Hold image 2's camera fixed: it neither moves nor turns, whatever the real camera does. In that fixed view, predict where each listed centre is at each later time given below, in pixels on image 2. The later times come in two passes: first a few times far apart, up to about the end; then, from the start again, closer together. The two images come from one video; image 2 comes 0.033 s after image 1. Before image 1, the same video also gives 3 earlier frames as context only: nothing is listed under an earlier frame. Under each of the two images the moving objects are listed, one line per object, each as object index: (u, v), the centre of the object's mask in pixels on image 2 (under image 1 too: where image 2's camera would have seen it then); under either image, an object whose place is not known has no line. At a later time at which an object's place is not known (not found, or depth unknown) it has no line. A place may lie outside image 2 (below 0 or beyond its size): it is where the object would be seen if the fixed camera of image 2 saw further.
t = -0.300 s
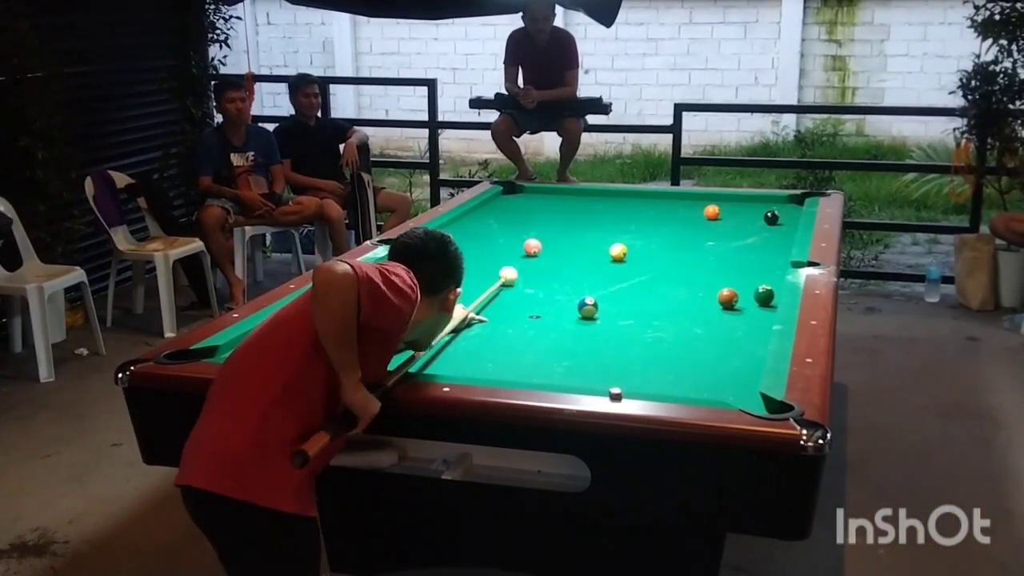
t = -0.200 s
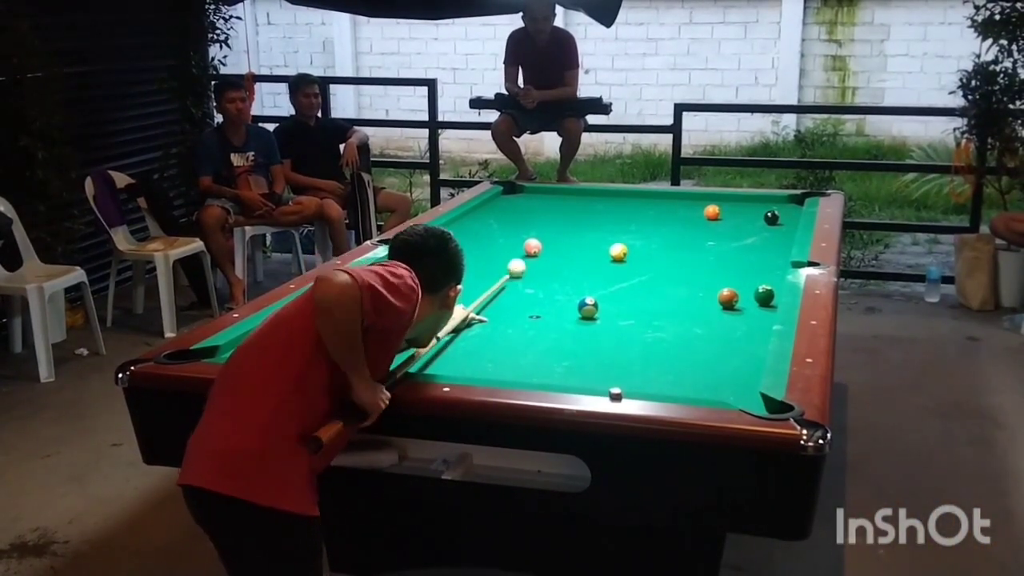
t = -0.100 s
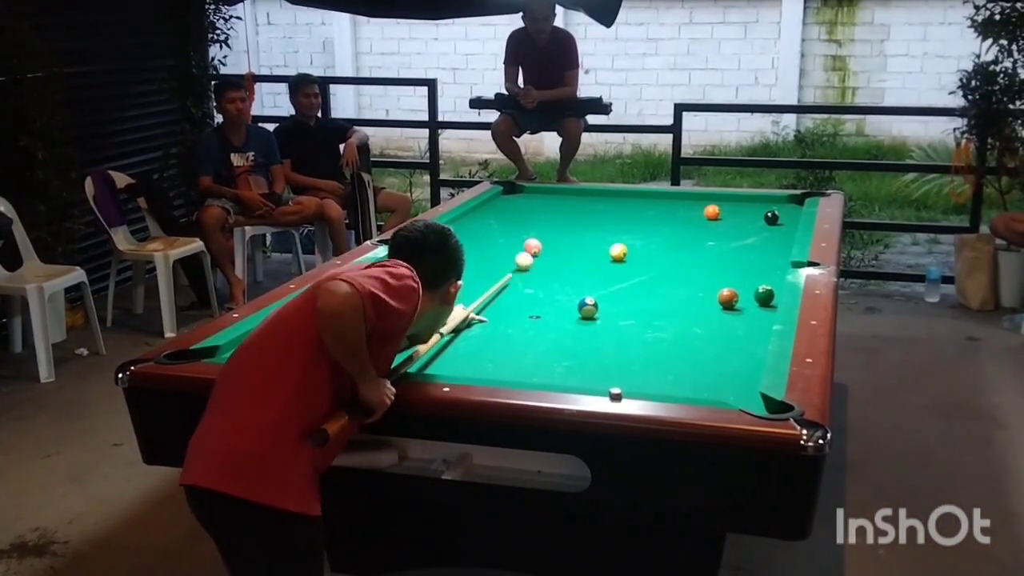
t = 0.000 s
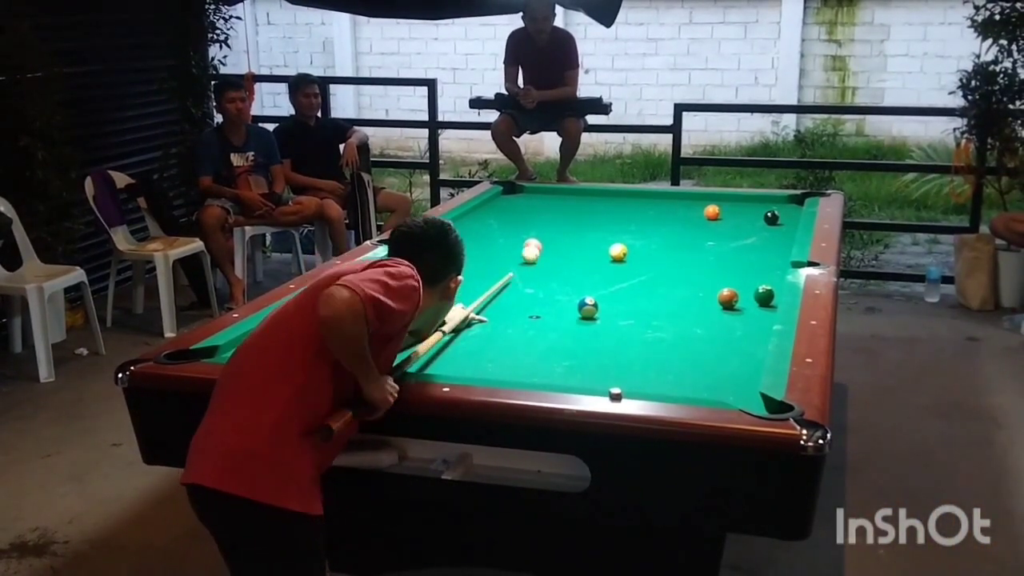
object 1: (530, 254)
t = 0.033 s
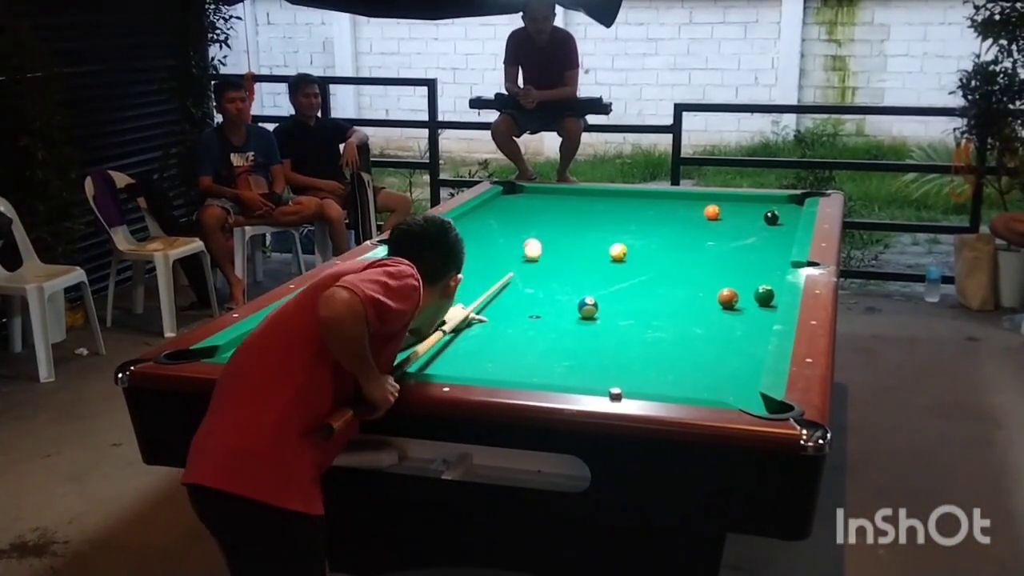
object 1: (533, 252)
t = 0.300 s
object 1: (553, 247)
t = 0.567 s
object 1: (572, 243)
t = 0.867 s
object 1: (589, 239)
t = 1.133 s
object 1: (604, 236)
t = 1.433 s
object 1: (619, 233)
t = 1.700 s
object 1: (632, 230)
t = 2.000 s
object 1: (643, 228)
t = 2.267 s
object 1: (651, 225)
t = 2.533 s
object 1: (659, 223)
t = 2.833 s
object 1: (666, 222)
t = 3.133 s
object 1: (672, 220)
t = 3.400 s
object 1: (677, 220)
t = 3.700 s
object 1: (680, 219)
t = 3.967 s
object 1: (682, 219)
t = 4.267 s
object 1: (683, 219)
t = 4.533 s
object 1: (683, 219)
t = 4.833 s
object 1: (683, 218)
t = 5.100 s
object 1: (683, 218)
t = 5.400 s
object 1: (682, 218)
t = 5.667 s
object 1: (683, 218)
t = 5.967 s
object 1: (682, 218)
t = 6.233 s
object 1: (682, 218)
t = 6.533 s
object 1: (682, 218)
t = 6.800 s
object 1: (682, 218)
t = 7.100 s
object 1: (682, 218)
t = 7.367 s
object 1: (682, 218)
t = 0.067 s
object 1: (535, 251)
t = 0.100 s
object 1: (538, 250)
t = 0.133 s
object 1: (541, 250)
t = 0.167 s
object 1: (543, 250)
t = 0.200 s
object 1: (546, 249)
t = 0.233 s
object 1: (548, 248)
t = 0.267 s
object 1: (551, 248)
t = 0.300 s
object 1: (553, 247)
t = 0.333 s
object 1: (556, 246)
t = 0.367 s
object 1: (558, 246)
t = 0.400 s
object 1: (560, 245)
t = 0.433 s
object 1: (563, 245)
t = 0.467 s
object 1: (565, 244)
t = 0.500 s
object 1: (568, 244)
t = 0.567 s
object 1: (572, 243)
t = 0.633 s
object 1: (574, 243)
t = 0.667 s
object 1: (576, 242)
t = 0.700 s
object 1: (579, 241)
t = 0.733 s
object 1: (581, 241)
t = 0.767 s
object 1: (583, 241)
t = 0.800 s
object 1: (585, 240)
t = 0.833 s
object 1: (587, 240)
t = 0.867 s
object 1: (589, 239)
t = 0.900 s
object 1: (591, 239)
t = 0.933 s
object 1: (593, 239)
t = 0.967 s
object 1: (595, 238)
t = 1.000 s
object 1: (597, 237)
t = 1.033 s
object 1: (599, 237)
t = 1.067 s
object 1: (600, 237)
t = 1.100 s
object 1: (602, 236)
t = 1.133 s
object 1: (604, 236)
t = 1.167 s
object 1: (606, 236)
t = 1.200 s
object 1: (607, 235)
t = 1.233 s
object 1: (609, 235)
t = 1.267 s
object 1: (611, 234)
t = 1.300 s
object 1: (613, 234)
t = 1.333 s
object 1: (614, 234)
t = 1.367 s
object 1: (616, 234)
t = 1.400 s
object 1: (618, 233)
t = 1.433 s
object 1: (619, 233)
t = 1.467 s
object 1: (621, 232)
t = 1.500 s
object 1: (622, 232)
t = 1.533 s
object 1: (624, 232)
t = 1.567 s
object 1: (626, 232)
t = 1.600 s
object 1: (627, 231)
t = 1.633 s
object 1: (629, 231)
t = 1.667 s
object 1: (630, 231)
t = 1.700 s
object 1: (632, 230)
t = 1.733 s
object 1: (633, 230)
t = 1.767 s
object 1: (634, 229)
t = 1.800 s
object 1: (635, 229)
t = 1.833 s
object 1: (637, 229)
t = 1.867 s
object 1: (638, 229)
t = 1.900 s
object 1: (639, 228)
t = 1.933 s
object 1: (640, 228)
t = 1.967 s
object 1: (642, 228)
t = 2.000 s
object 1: (643, 228)
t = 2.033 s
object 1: (644, 227)
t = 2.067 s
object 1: (645, 227)
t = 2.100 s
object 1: (646, 227)
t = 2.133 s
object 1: (647, 227)
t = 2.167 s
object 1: (649, 226)
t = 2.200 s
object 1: (649, 226)
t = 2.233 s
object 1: (650, 226)
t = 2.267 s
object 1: (651, 225)
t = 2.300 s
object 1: (653, 225)
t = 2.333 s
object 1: (654, 225)
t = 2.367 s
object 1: (655, 225)
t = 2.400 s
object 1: (656, 225)
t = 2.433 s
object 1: (656, 224)
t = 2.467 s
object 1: (657, 224)
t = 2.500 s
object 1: (658, 224)
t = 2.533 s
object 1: (659, 223)
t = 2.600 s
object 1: (661, 223)
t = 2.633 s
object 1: (662, 223)
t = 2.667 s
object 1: (663, 222)
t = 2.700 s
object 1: (663, 223)
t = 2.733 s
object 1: (664, 222)
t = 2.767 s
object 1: (665, 222)
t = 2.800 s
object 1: (666, 222)
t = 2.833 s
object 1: (666, 222)
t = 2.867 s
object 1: (667, 222)
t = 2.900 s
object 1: (668, 221)
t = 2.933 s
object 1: (668, 221)
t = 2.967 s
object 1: (669, 221)
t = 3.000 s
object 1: (670, 221)
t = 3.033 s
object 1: (671, 221)
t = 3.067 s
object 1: (671, 221)
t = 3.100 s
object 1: (672, 221)
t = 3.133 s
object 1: (672, 220)
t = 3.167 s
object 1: (673, 220)
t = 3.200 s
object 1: (674, 220)
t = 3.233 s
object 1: (674, 220)
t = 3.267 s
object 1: (674, 220)
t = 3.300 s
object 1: (675, 220)
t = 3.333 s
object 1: (676, 220)
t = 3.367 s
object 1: (676, 220)
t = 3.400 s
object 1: (677, 220)
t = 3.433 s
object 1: (677, 219)
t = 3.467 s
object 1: (677, 219)
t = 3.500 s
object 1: (678, 219)
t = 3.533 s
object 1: (678, 219)
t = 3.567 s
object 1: (679, 219)
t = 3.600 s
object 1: (679, 219)
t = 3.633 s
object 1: (679, 219)
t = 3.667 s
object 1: (680, 219)
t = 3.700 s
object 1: (680, 219)
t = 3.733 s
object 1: (680, 219)
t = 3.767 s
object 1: (680, 219)
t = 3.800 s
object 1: (681, 219)
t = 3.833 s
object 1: (681, 219)
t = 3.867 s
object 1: (681, 219)
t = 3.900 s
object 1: (682, 219)
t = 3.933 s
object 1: (682, 219)
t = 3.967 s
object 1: (682, 219)
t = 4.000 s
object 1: (682, 219)
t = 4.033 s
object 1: (682, 219)
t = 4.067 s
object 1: (682, 219)
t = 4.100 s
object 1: (682, 219)
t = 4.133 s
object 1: (682, 219)
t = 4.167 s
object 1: (683, 219)
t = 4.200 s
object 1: (683, 219)
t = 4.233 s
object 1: (683, 219)
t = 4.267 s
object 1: (683, 219)
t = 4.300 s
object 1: (683, 218)
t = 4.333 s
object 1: (683, 218)
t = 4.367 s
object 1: (683, 219)
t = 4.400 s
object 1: (683, 219)
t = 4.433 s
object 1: (683, 219)
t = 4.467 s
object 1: (683, 219)
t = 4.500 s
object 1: (683, 218)
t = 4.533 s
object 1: (683, 219)
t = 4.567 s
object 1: (683, 218)
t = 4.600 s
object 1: (683, 219)
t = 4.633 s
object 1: (683, 219)
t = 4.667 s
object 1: (683, 219)
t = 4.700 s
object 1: (683, 219)
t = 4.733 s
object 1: (683, 219)
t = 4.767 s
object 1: (683, 219)
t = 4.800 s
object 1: (683, 219)
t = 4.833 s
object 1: (683, 218)
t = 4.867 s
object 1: (683, 219)
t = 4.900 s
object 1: (683, 219)
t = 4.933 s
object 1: (683, 219)
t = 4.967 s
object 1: (683, 219)
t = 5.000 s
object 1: (683, 219)
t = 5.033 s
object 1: (683, 219)
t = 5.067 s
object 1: (683, 218)
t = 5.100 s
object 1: (683, 218)
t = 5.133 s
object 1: (683, 218)
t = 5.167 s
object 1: (683, 218)
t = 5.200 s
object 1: (683, 218)
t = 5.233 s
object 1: (683, 218)
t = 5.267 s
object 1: (683, 218)
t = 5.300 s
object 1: (682, 218)
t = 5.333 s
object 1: (682, 218)
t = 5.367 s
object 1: (683, 219)
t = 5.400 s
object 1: (682, 218)
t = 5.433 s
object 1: (682, 218)
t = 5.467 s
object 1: (682, 218)
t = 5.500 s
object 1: (682, 218)
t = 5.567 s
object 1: (682, 218)
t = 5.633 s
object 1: (682, 218)
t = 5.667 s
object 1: (683, 218)
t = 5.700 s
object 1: (682, 218)
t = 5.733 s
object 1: (682, 218)
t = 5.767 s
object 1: (682, 218)
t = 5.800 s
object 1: (683, 218)
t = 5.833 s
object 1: (682, 218)
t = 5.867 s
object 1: (682, 218)
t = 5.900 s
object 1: (682, 218)
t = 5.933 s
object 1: (682, 218)
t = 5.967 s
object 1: (682, 218)
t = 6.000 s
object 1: (682, 218)
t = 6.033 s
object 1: (682, 218)
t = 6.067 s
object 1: (682, 218)
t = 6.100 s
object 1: (682, 218)
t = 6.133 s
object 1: (682, 218)
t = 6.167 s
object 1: (682, 218)
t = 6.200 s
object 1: (682, 218)
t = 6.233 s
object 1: (682, 218)
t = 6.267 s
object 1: (682, 218)
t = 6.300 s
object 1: (683, 218)
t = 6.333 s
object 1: (682, 218)
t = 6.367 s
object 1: (682, 218)
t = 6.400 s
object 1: (682, 218)
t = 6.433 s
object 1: (682, 218)
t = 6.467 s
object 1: (682, 218)
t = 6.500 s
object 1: (683, 218)
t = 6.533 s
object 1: (682, 218)
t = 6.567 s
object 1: (683, 218)
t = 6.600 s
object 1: (682, 218)
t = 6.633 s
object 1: (683, 218)
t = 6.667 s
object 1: (683, 218)
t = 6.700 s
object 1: (683, 218)
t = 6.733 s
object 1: (682, 218)
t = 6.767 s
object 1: (683, 218)
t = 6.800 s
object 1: (682, 218)
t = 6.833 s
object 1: (683, 218)
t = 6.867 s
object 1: (683, 218)
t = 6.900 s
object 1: (683, 218)
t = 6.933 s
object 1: (682, 218)
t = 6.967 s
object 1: (683, 218)
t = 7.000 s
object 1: (682, 218)
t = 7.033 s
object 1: (683, 218)
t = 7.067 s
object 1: (682, 218)
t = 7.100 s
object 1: (682, 218)
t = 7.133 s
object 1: (682, 218)
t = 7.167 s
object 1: (682, 218)
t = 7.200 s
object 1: (682, 218)
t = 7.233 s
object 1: (682, 218)
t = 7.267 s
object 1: (682, 218)
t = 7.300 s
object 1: (682, 218)
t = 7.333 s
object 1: (682, 218)
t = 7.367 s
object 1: (682, 218)
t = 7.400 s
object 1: (682, 218)
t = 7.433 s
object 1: (682, 218)
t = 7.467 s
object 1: (682, 218)
